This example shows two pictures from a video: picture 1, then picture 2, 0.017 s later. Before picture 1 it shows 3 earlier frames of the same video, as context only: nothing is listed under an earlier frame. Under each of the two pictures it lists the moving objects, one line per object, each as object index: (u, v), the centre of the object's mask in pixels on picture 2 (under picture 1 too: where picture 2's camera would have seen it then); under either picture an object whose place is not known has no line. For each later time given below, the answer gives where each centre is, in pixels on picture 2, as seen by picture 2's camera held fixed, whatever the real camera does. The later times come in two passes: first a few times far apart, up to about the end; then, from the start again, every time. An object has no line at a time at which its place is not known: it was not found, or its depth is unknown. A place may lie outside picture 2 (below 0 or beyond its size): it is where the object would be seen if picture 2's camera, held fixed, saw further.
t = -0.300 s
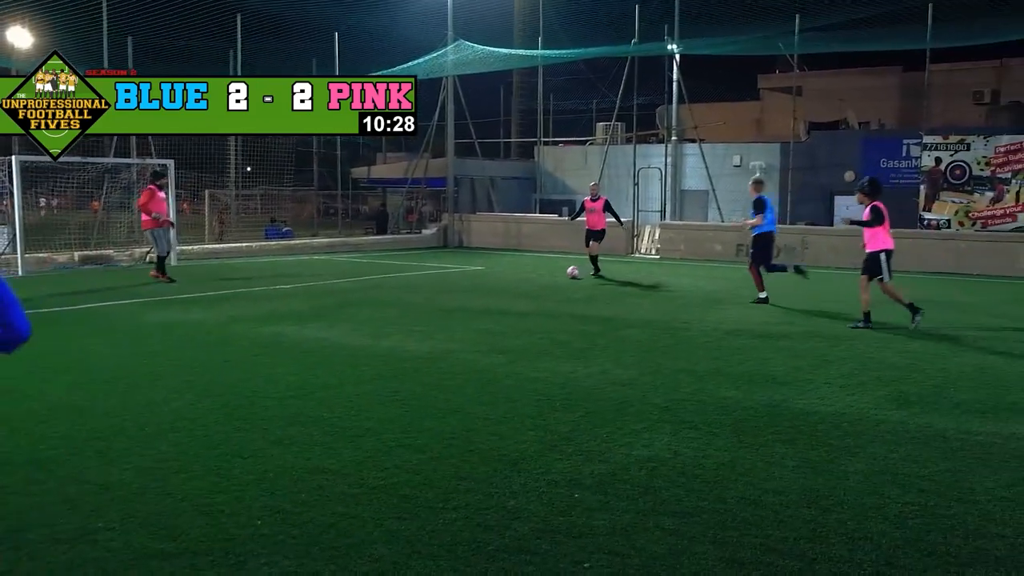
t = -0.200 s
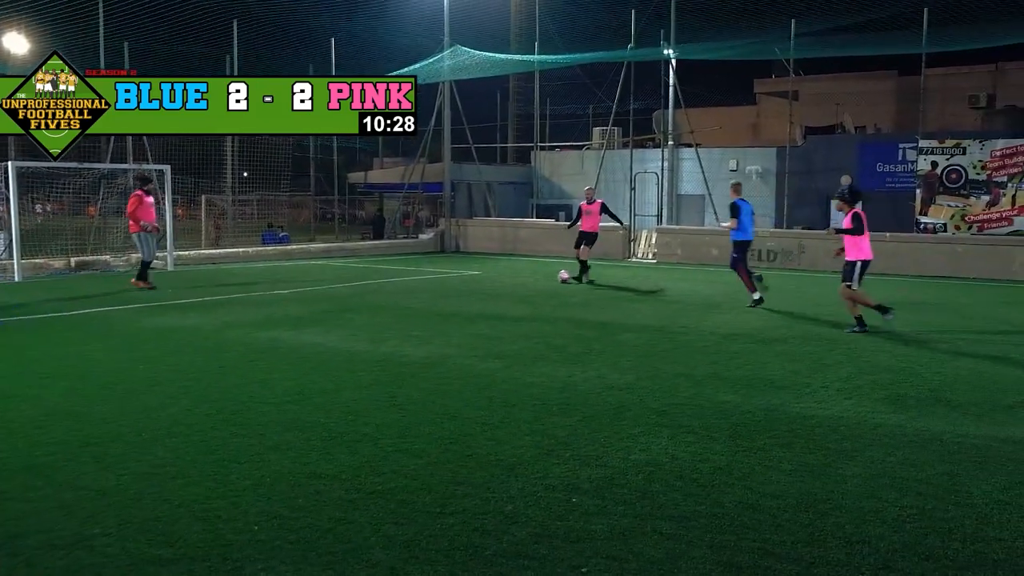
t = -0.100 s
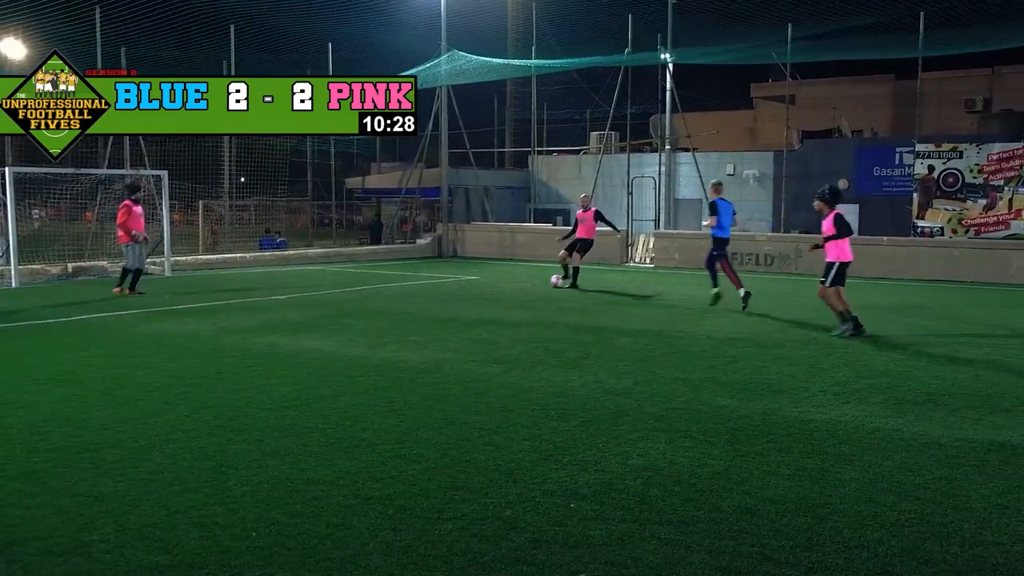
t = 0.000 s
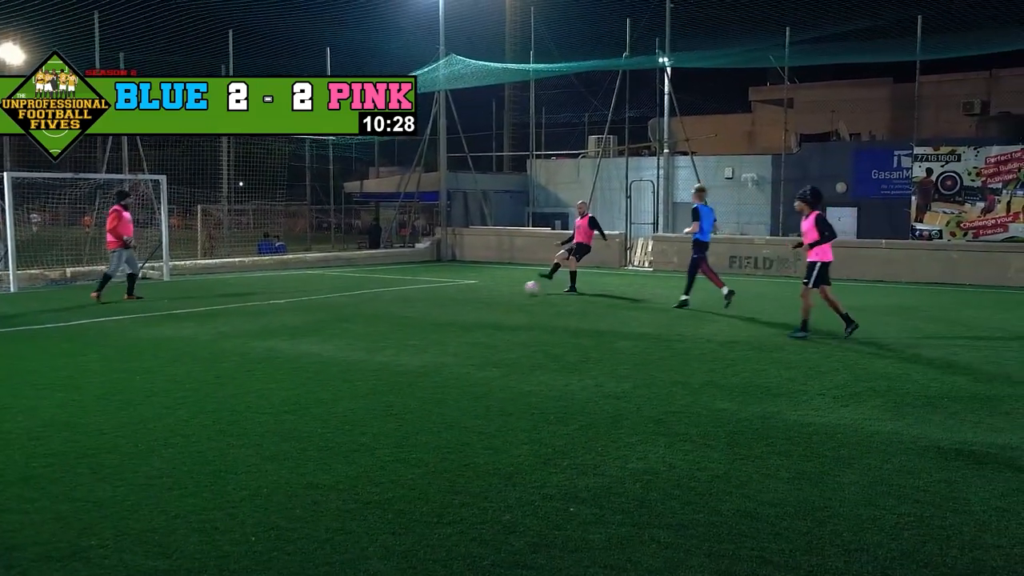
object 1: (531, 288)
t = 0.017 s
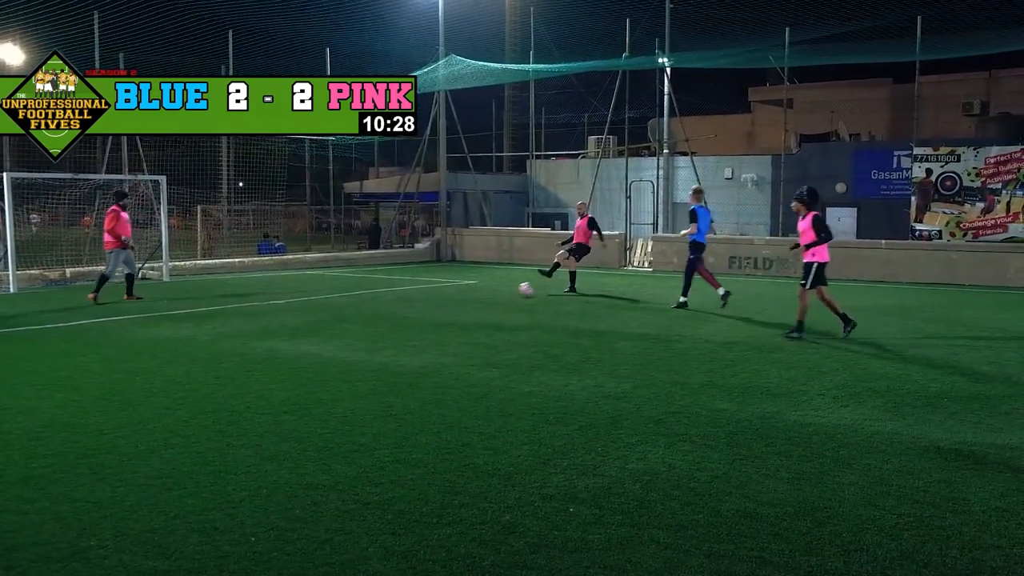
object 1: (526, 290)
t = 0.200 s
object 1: (450, 305)
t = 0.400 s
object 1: (346, 327)
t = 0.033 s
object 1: (518, 290)
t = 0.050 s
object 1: (512, 292)
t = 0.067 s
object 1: (505, 294)
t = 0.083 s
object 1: (498, 295)
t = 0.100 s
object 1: (493, 297)
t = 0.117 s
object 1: (486, 297)
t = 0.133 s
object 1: (479, 299)
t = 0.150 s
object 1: (472, 300)
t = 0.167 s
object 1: (465, 301)
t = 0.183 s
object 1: (457, 303)
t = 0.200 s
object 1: (450, 305)
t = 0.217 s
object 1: (442, 307)
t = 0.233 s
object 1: (435, 308)
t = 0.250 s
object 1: (426, 310)
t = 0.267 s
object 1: (417, 312)
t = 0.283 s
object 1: (410, 314)
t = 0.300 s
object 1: (401, 315)
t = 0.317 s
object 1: (392, 317)
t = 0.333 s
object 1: (383, 319)
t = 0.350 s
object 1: (374, 321)
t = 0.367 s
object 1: (365, 323)
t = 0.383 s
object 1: (355, 325)
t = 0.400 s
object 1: (346, 327)
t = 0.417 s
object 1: (335, 328)
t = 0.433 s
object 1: (325, 330)
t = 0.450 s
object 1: (315, 334)
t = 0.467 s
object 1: (305, 336)
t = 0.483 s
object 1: (293, 339)
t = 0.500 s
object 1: (283, 342)
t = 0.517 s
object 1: (271, 344)
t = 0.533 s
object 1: (260, 347)
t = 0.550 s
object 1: (248, 350)
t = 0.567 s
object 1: (236, 353)
